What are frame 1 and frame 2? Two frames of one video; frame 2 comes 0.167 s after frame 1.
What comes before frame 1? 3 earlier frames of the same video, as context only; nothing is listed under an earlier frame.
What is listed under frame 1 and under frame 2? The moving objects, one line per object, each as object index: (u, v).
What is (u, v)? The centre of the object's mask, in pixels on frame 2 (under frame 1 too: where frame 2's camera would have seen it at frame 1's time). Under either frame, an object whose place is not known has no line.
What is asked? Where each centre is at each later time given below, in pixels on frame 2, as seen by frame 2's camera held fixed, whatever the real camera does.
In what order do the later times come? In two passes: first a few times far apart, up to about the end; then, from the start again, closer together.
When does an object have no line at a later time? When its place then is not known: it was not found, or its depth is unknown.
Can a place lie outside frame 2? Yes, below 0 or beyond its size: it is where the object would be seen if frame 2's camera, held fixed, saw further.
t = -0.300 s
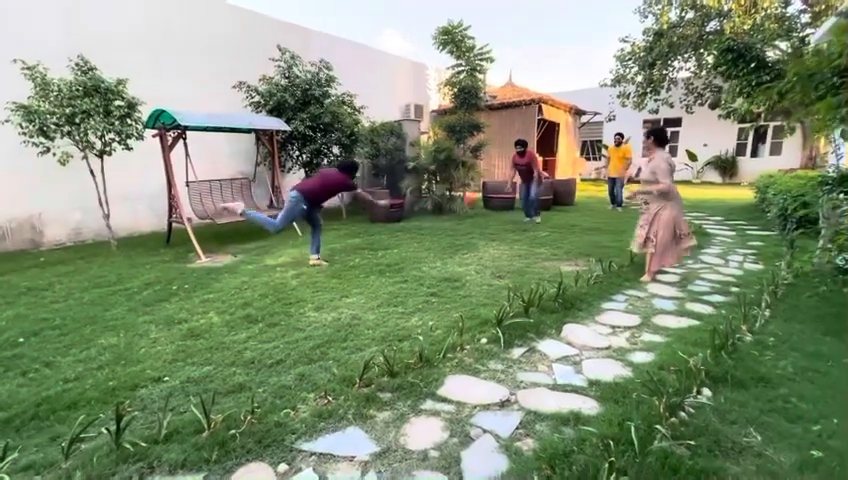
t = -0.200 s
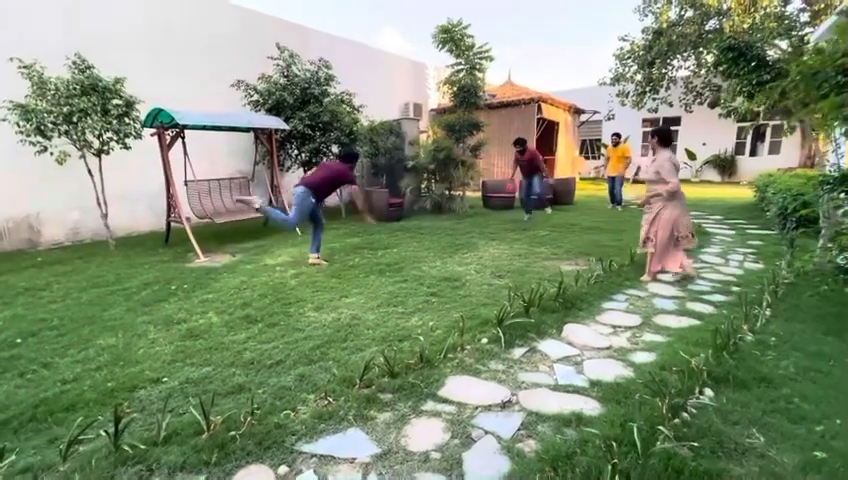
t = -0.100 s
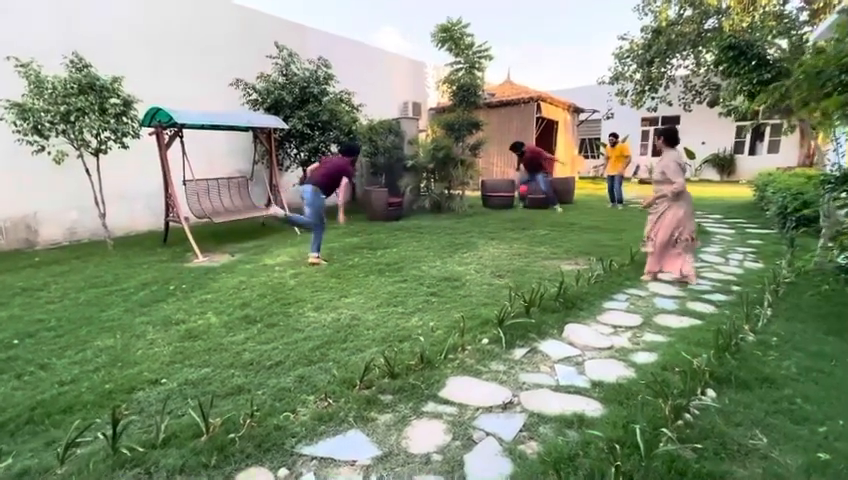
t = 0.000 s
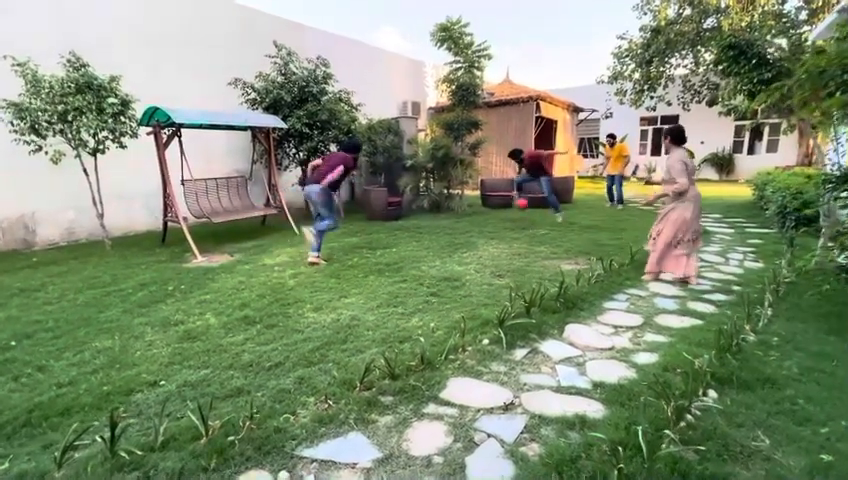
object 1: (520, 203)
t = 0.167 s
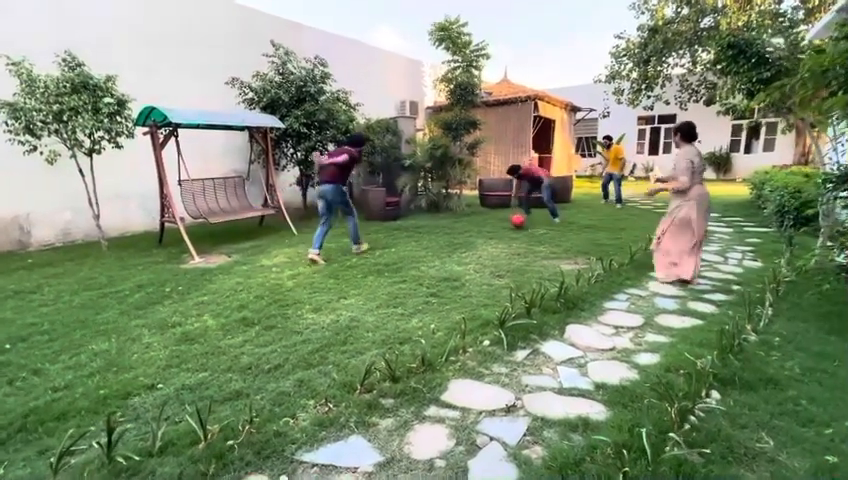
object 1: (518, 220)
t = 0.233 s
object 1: (516, 219)
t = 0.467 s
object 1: (509, 232)
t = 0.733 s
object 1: (501, 241)
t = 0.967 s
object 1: (493, 248)
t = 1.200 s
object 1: (486, 257)
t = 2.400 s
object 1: (461, 290)
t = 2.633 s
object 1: (462, 291)
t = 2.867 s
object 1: (463, 291)
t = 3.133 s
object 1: (464, 291)
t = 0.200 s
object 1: (517, 219)
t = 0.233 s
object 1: (516, 219)
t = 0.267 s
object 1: (515, 219)
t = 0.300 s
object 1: (514, 219)
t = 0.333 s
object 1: (513, 220)
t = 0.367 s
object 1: (513, 221)
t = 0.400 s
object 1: (511, 224)
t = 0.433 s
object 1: (510, 228)
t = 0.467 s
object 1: (509, 232)
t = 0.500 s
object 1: (508, 234)
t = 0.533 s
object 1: (507, 234)
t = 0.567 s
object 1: (506, 235)
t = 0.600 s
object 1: (505, 235)
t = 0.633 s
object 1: (504, 236)
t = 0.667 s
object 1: (502, 238)
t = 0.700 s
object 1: (501, 240)
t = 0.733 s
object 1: (501, 241)
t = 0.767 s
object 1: (500, 243)
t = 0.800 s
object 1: (499, 244)
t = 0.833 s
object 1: (498, 244)
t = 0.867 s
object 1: (496, 245)
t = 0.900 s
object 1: (495, 247)
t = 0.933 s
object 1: (494, 248)
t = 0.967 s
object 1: (493, 248)
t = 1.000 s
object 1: (492, 249)
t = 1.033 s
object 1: (491, 250)
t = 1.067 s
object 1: (490, 253)
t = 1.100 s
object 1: (489, 253)
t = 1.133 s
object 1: (488, 254)
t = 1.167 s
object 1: (486, 256)
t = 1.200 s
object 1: (486, 257)
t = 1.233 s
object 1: (484, 257)
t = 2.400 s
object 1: (461, 290)
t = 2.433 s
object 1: (461, 291)
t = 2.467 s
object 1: (461, 291)
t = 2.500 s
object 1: (461, 291)
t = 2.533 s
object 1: (461, 291)
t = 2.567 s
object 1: (461, 291)
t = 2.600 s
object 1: (462, 291)
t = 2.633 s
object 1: (462, 291)
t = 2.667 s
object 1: (462, 292)
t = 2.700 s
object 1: (462, 292)
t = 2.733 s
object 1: (463, 292)
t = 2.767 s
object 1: (463, 291)
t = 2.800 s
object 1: (463, 291)
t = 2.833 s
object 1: (463, 291)
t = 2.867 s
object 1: (463, 291)
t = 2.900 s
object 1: (463, 291)
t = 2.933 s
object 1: (463, 291)
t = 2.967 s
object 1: (463, 291)
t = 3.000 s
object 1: (464, 291)
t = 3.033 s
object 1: (464, 291)
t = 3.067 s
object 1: (464, 291)
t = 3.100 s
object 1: (464, 291)
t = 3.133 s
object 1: (464, 291)
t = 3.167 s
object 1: (464, 291)
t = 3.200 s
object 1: (464, 291)
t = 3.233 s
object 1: (464, 291)
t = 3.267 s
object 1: (464, 290)
